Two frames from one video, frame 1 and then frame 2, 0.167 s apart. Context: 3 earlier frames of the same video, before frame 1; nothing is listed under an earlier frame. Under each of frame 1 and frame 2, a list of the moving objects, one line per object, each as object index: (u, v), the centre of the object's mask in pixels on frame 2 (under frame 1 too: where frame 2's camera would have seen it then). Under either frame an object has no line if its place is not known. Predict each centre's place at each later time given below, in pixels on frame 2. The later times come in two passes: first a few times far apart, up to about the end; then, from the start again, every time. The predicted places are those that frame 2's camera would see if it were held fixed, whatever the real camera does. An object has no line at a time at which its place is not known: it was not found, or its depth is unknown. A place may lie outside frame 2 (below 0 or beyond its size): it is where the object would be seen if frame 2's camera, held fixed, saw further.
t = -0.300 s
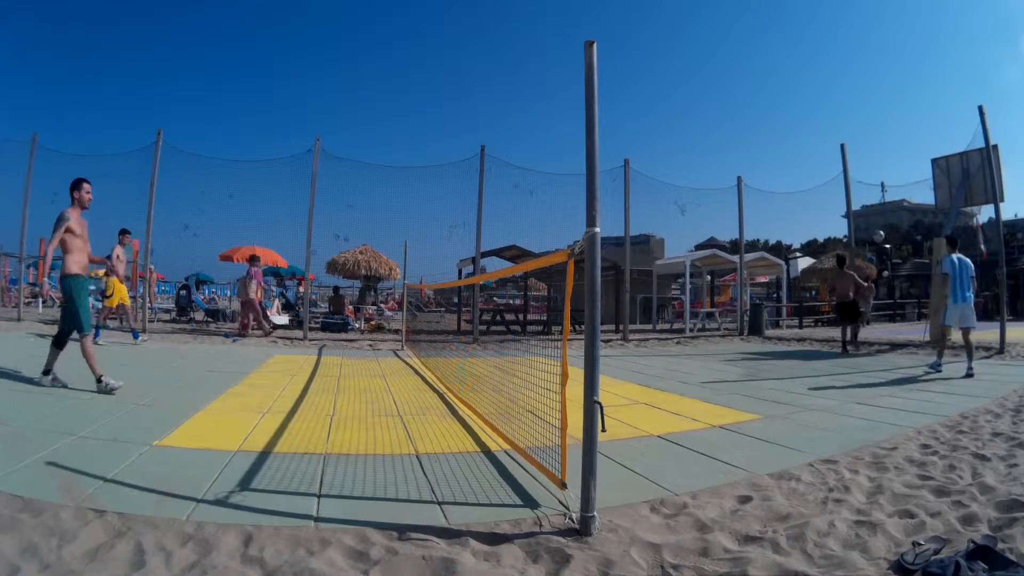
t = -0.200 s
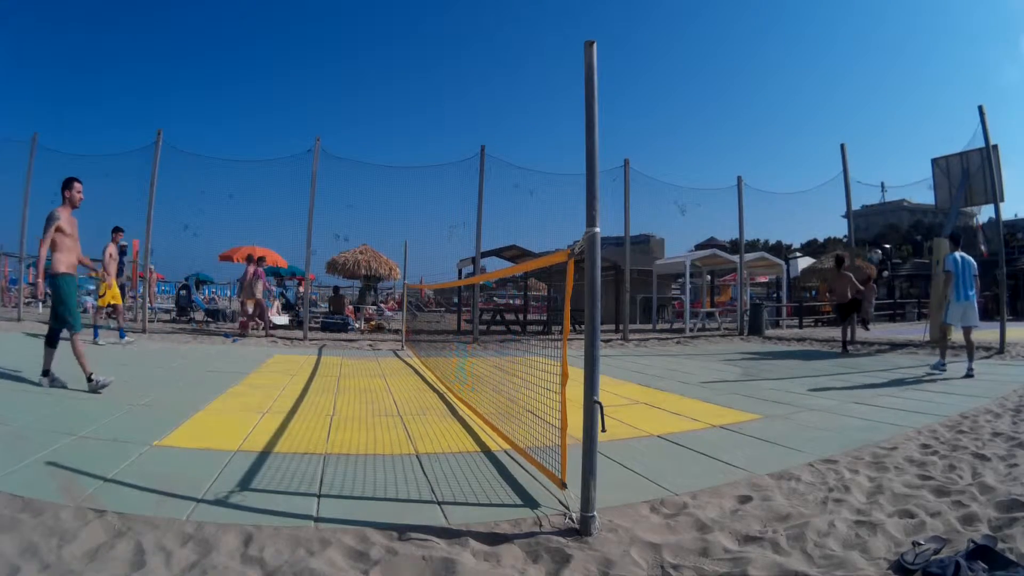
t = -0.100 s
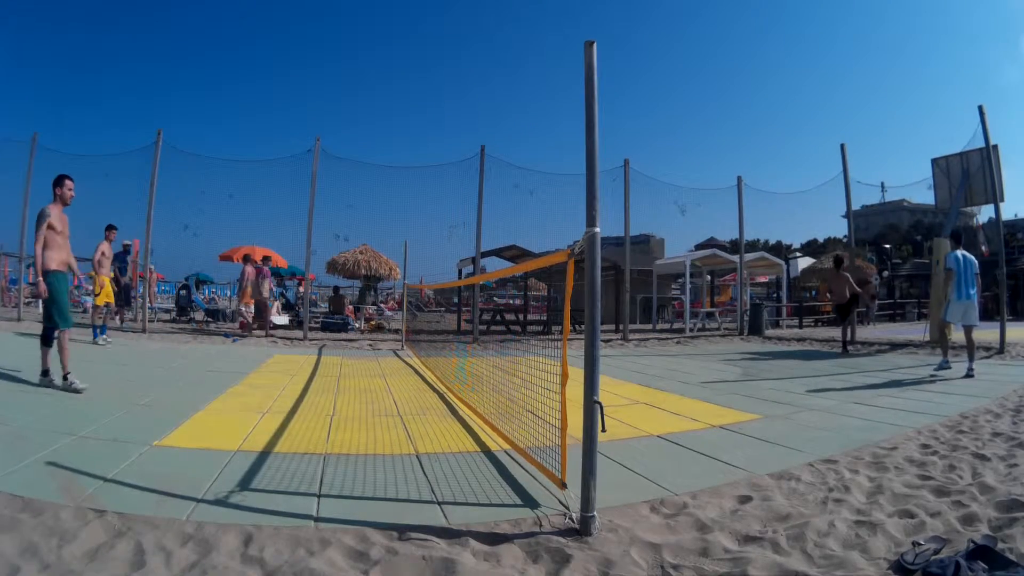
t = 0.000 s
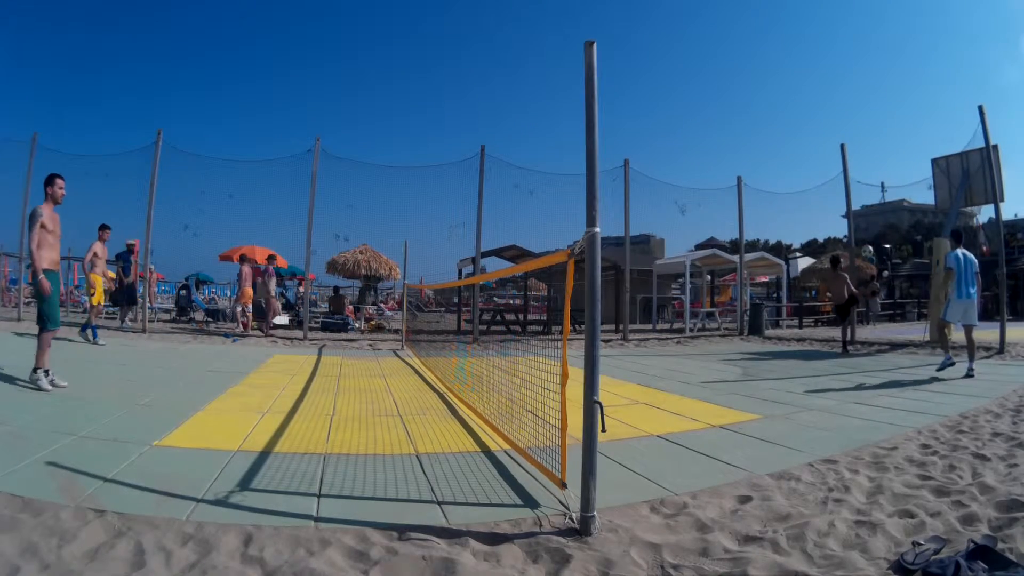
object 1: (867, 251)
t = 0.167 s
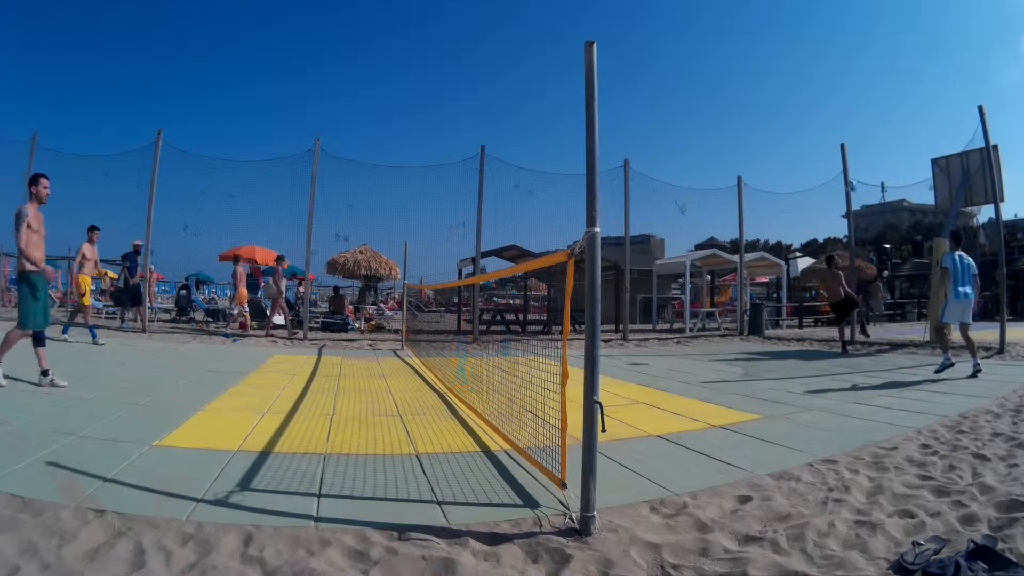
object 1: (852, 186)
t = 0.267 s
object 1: (840, 154)
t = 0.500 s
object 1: (816, 98)
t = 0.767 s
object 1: (791, 68)
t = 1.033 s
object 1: (769, 77)
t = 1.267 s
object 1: (752, 126)
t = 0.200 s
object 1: (847, 175)
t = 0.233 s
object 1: (843, 164)
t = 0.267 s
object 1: (840, 154)
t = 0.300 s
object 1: (836, 145)
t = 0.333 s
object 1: (833, 135)
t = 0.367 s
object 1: (829, 126)
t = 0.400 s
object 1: (826, 118)
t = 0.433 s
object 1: (823, 111)
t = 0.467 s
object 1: (820, 103)
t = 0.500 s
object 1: (816, 98)
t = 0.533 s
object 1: (813, 92)
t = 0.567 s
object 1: (809, 87)
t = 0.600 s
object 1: (806, 82)
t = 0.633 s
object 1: (803, 78)
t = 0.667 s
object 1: (800, 75)
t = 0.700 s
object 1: (797, 72)
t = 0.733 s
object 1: (794, 70)
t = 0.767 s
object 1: (791, 68)
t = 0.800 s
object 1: (789, 68)
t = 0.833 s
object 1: (785, 67)
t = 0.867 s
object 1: (783, 67)
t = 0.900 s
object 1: (780, 68)
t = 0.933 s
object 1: (777, 69)
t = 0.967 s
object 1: (775, 71)
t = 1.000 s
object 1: (772, 74)
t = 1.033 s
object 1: (769, 77)
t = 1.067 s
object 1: (767, 82)
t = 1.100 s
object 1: (765, 87)
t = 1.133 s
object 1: (762, 93)
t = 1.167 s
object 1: (760, 99)
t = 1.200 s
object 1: (757, 107)
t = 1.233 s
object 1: (755, 116)
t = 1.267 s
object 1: (752, 126)
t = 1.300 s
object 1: (750, 136)
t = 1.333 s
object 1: (748, 148)
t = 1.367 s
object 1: (745, 162)
